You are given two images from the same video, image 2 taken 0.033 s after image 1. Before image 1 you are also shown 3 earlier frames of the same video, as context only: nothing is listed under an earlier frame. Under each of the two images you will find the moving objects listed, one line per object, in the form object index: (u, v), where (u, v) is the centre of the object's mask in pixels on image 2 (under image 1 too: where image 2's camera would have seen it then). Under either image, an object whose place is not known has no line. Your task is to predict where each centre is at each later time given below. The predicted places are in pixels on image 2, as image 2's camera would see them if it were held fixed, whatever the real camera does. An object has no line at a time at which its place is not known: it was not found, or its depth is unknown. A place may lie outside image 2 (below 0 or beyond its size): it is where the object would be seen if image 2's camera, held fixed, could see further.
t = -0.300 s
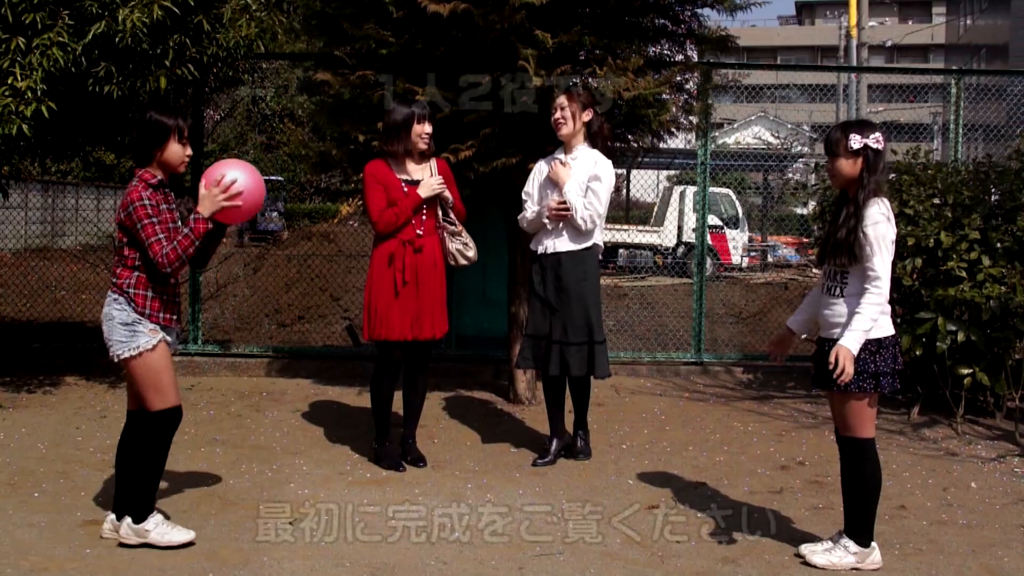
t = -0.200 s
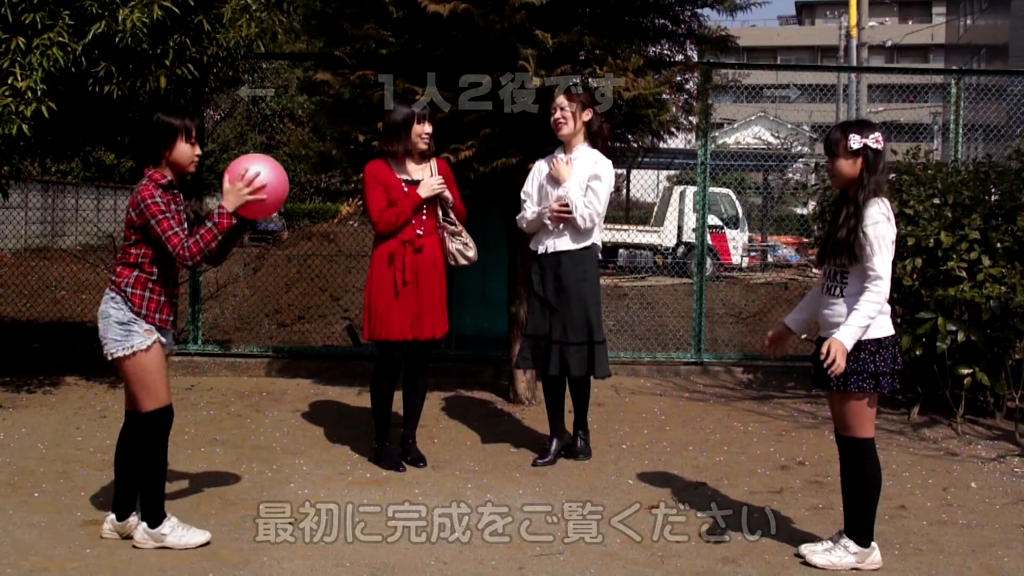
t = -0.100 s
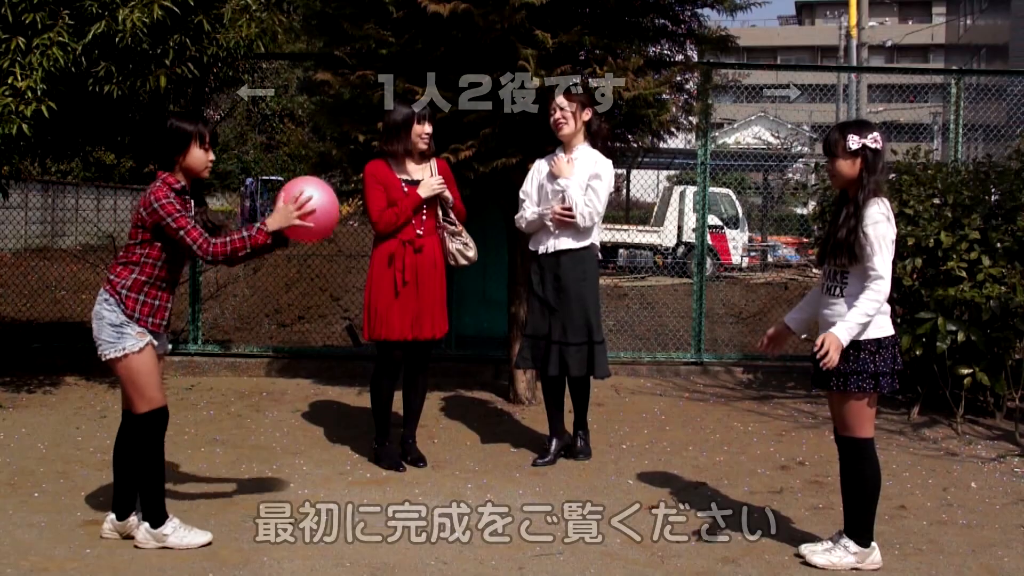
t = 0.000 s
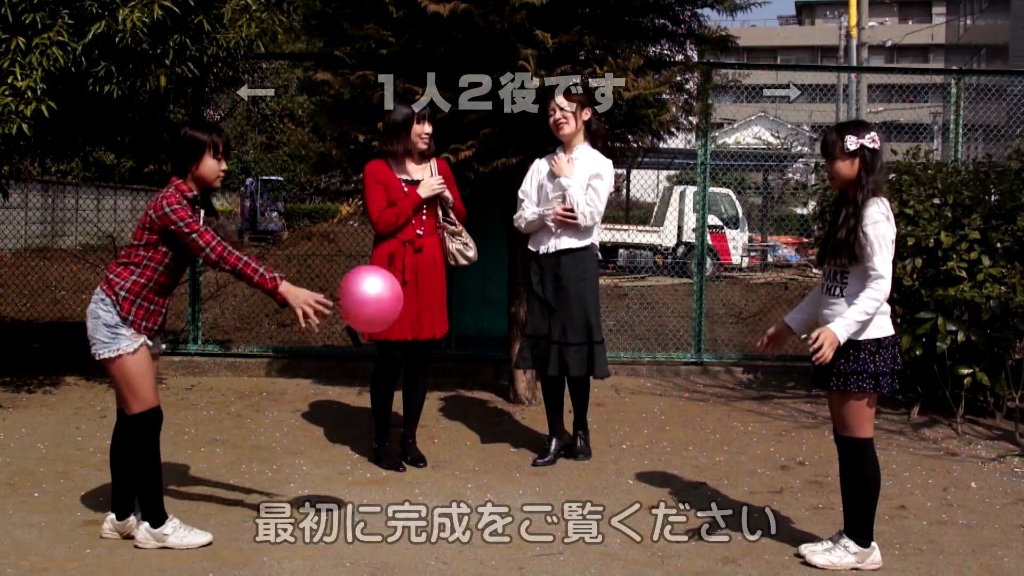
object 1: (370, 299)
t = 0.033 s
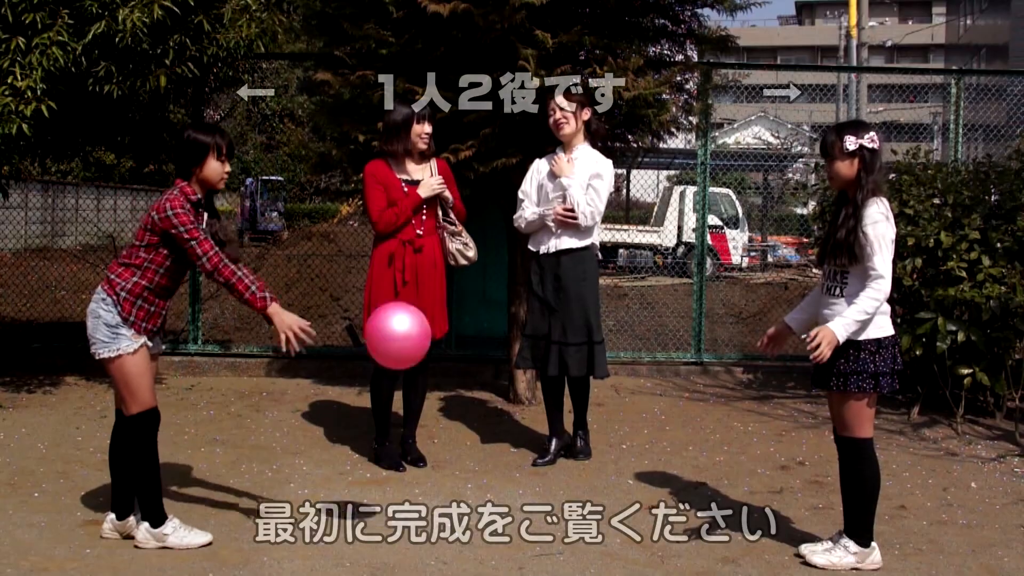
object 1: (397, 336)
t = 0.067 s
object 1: (425, 375)
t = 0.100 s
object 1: (452, 416)
